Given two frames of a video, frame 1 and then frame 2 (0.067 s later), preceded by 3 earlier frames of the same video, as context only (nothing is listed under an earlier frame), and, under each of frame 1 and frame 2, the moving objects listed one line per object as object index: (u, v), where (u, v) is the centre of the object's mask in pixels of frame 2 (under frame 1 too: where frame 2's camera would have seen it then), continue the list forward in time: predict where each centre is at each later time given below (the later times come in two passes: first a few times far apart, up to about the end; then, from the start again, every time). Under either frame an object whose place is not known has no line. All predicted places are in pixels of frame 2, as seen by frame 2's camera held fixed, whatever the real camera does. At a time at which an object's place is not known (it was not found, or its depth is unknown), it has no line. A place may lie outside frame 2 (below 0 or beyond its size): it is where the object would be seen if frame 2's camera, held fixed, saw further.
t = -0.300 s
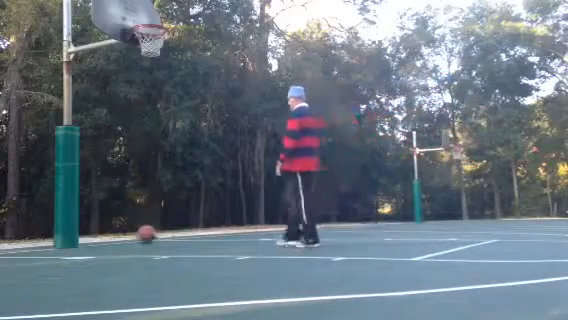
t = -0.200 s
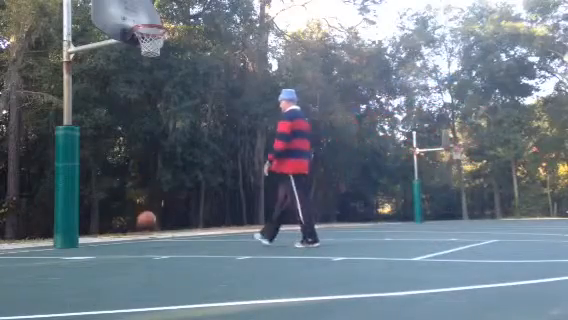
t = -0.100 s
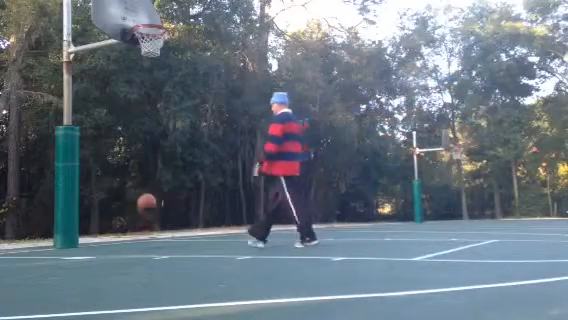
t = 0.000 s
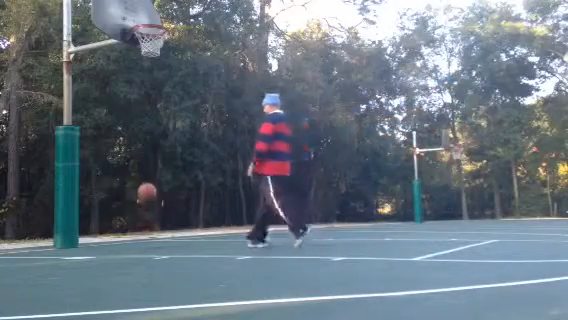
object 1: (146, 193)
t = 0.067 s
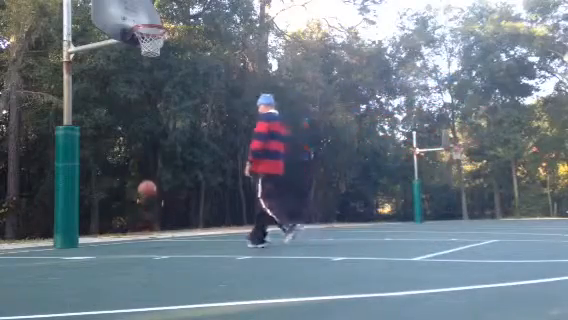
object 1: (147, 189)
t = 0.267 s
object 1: (146, 199)
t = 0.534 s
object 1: (147, 228)
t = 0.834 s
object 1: (146, 211)
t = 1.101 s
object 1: (144, 232)
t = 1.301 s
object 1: (144, 222)
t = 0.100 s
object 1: (147, 189)
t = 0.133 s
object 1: (147, 189)
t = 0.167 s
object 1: (147, 189)
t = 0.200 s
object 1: (146, 193)
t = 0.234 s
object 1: (147, 194)
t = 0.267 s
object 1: (146, 199)
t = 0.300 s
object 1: (146, 201)
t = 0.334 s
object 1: (147, 208)
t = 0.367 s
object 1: (147, 214)
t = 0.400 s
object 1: (146, 219)
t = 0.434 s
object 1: (147, 228)
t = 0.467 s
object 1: (145, 238)
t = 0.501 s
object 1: (146, 234)
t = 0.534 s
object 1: (147, 228)
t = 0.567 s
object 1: (146, 222)
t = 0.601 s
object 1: (146, 217)
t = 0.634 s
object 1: (146, 215)
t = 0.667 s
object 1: (146, 212)
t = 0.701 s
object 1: (146, 210)
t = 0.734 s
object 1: (146, 210)
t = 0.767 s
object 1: (146, 210)
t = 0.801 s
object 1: (146, 210)
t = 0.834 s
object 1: (146, 211)
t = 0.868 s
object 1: (146, 213)
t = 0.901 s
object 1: (147, 216)
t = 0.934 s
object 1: (146, 218)
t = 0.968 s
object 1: (146, 224)
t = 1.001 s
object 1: (145, 229)
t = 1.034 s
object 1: (145, 236)
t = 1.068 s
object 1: (145, 236)
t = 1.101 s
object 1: (144, 232)
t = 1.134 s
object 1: (145, 228)
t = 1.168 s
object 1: (145, 224)
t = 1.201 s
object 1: (145, 223)
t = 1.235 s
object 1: (145, 222)
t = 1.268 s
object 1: (144, 222)
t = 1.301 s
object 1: (144, 222)
